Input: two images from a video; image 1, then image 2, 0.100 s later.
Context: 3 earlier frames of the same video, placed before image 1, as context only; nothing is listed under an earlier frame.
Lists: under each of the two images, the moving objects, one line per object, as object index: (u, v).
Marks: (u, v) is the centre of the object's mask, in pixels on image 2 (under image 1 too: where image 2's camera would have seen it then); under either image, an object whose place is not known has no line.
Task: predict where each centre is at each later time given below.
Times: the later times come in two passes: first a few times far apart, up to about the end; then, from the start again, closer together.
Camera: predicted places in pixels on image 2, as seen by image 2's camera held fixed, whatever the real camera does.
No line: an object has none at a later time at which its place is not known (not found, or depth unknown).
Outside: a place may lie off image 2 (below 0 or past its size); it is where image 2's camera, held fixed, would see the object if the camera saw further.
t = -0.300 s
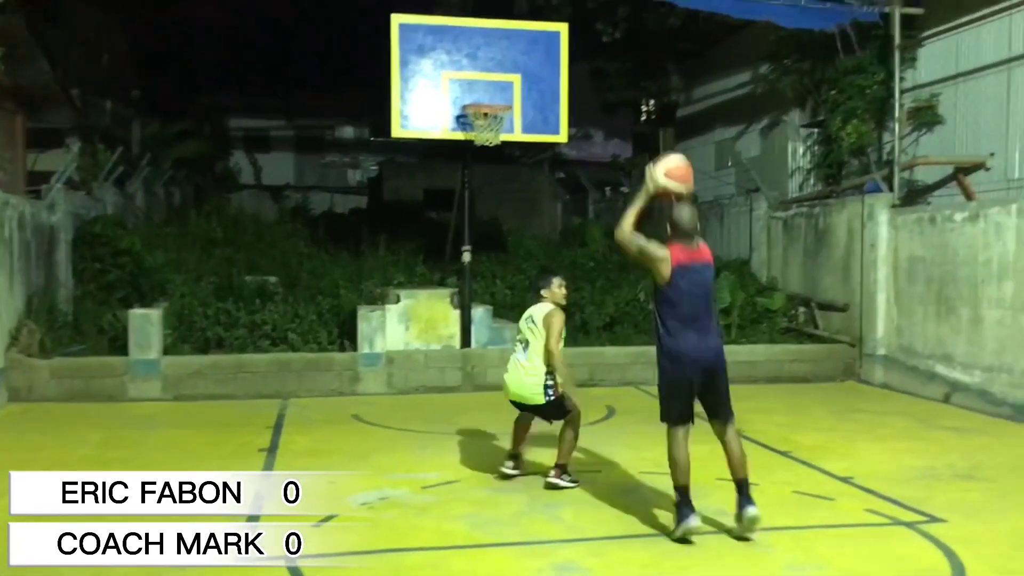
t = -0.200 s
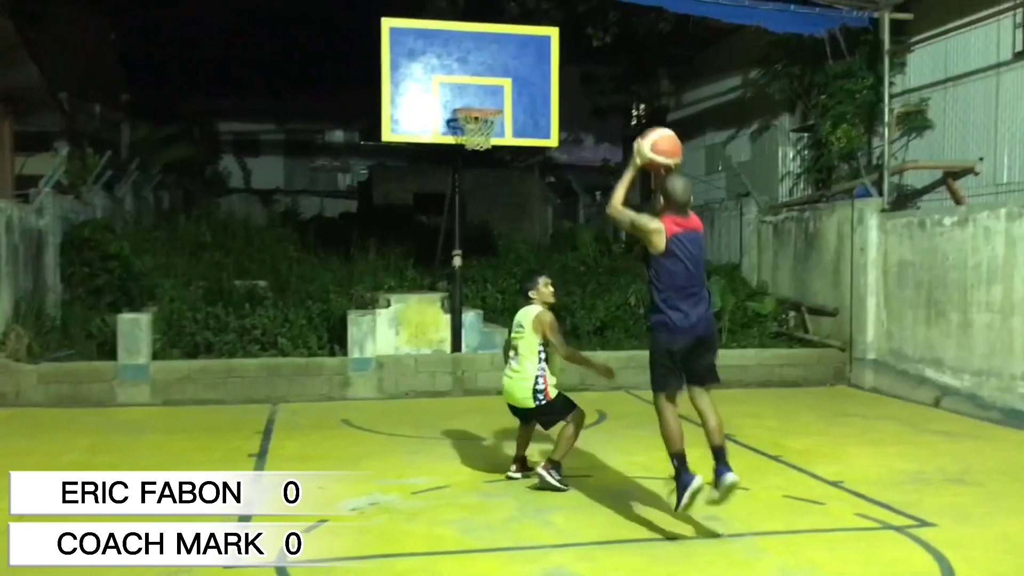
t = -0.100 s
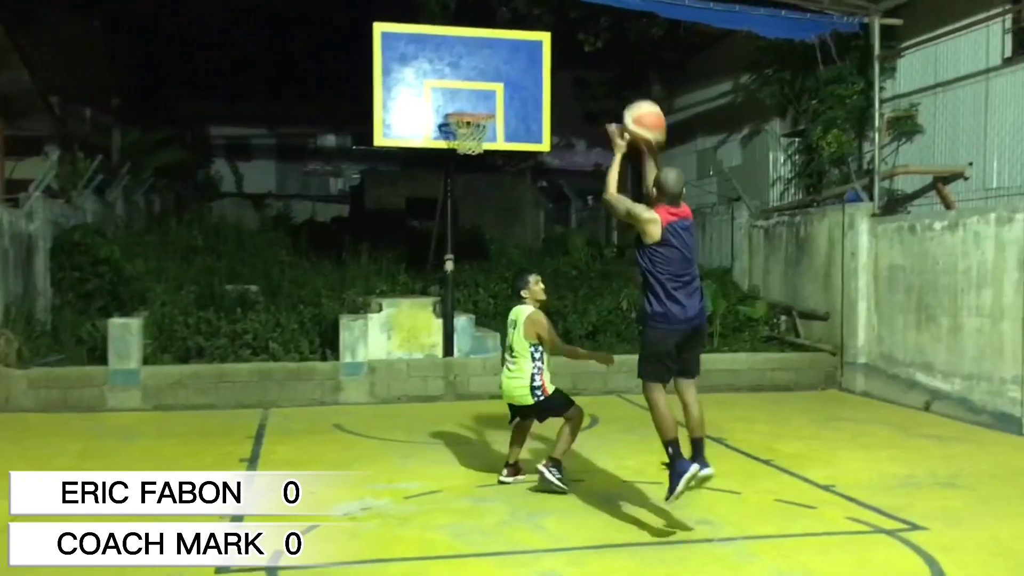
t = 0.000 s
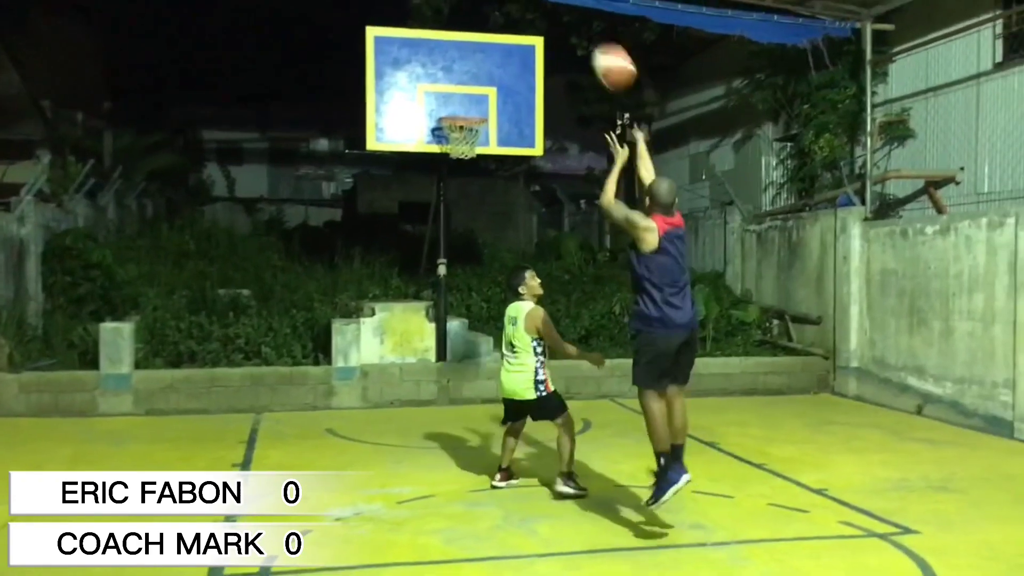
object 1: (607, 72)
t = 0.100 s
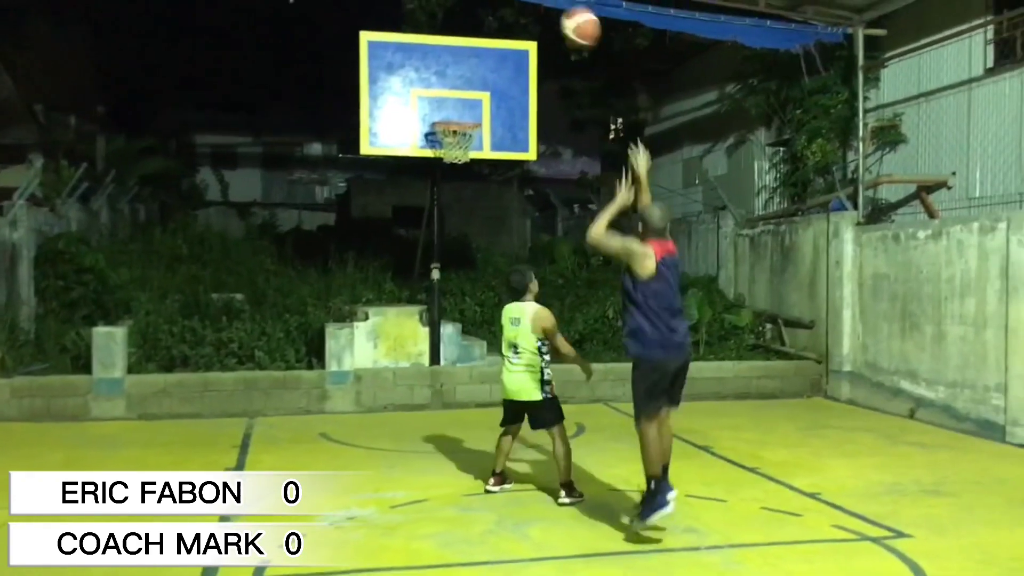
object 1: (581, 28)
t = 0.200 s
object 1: (559, 6)
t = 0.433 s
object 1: (514, 0)
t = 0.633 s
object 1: (486, 43)
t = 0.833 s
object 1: (462, 116)
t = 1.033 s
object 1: (448, 166)
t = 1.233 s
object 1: (443, 216)
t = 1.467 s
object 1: (435, 332)
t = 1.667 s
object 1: (432, 394)
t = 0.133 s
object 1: (573, 17)
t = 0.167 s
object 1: (565, 11)
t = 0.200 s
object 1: (559, 6)
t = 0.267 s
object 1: (544, 1)
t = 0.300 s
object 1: (537, 0)
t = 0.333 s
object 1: (531, -2)
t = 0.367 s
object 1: (525, -2)
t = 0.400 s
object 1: (519, -1)
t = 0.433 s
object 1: (514, 0)
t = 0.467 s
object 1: (509, 3)
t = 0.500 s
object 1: (503, 10)
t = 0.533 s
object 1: (499, 16)
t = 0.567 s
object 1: (495, 23)
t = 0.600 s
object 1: (490, 31)
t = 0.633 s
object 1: (486, 43)
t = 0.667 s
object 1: (481, 56)
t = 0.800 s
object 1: (466, 108)
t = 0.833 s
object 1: (462, 116)
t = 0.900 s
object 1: (453, 151)
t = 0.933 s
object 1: (451, 155)
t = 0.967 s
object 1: (452, 157)
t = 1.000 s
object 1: (450, 164)
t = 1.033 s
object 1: (448, 166)
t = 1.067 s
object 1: (448, 170)
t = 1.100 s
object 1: (446, 176)
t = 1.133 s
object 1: (446, 185)
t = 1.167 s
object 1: (445, 195)
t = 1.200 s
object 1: (444, 204)
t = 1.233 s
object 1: (443, 216)
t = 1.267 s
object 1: (443, 230)
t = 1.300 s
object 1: (442, 244)
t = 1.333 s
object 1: (440, 259)
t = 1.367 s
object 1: (439, 276)
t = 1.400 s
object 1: (438, 295)
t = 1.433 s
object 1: (437, 313)
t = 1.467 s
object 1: (435, 332)
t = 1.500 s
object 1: (436, 356)
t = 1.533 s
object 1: (433, 379)
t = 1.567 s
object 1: (431, 400)
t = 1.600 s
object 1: (431, 429)
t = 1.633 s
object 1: (431, 414)
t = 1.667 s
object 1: (432, 394)
